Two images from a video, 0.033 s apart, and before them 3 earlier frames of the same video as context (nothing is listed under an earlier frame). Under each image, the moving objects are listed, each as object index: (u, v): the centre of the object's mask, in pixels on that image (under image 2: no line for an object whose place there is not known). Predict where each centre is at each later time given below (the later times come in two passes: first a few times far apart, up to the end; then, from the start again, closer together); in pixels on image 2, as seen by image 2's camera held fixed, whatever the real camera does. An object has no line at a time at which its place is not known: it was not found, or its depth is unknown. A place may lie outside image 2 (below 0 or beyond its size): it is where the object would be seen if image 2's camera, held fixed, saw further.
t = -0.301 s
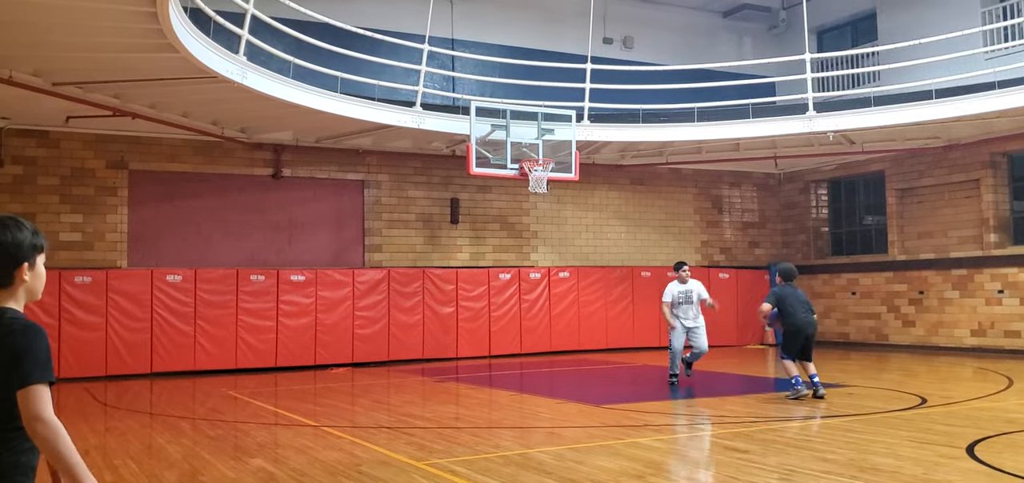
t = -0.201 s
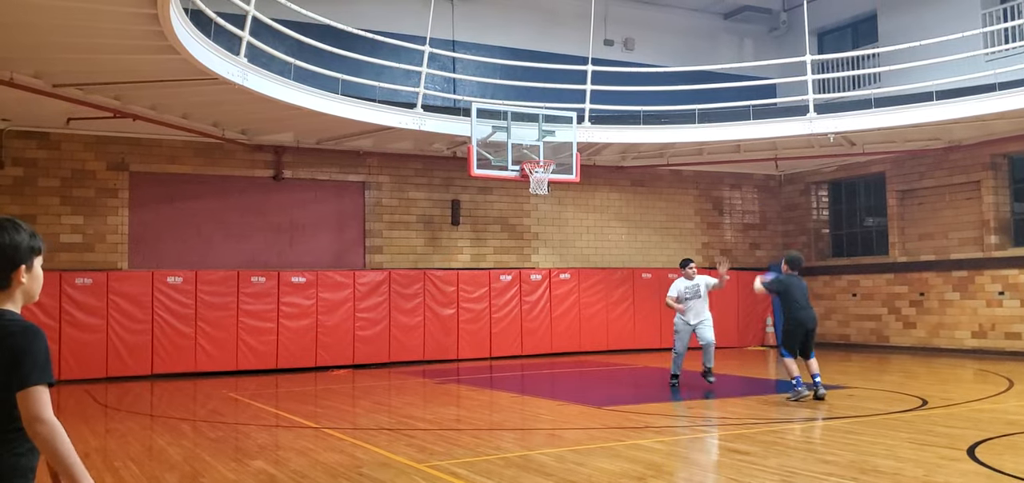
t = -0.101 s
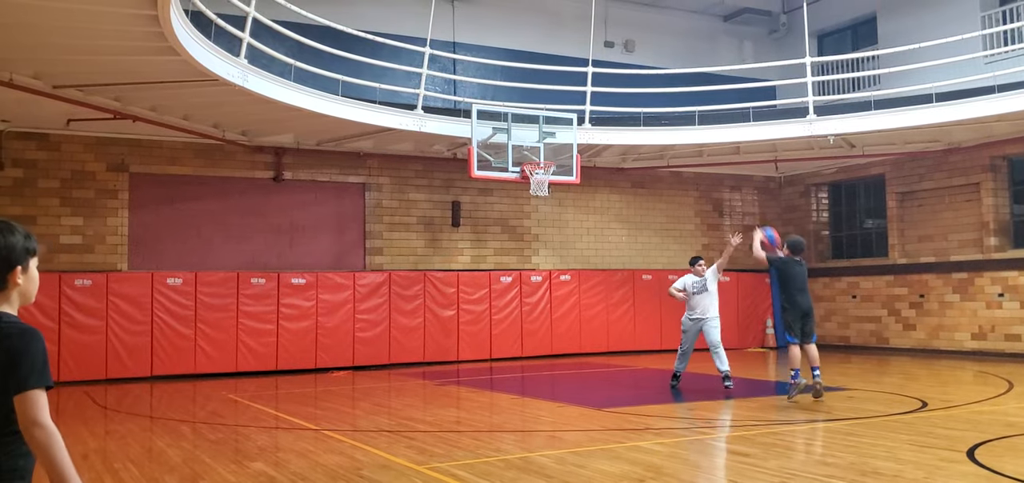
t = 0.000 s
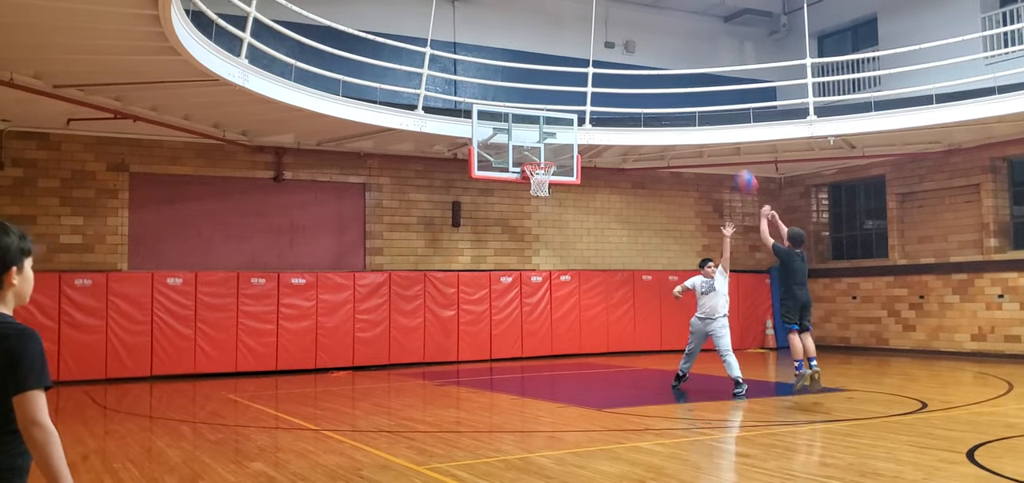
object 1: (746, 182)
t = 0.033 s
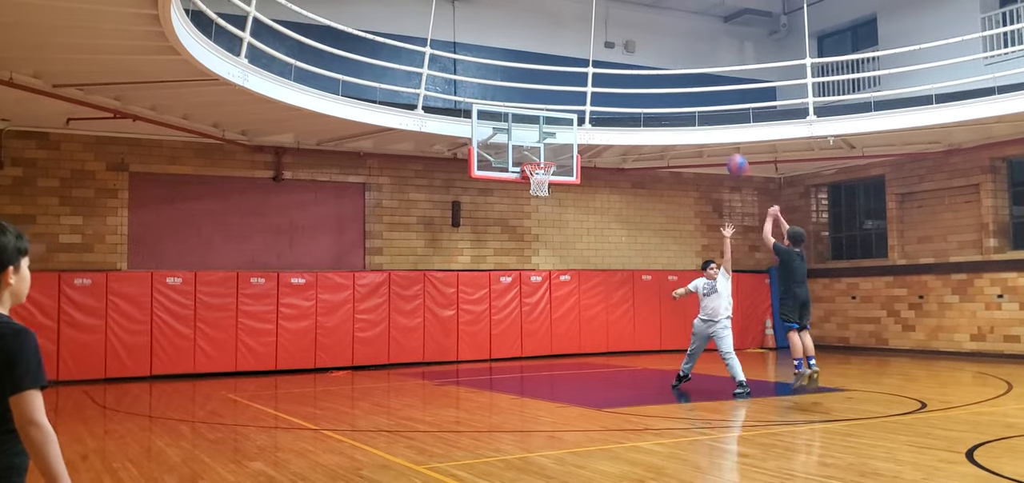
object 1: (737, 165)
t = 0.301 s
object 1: (683, 74)
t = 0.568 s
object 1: (637, 49)
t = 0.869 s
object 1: (597, 80)
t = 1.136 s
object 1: (565, 151)
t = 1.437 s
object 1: (533, 273)
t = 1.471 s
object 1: (530, 289)
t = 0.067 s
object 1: (729, 151)
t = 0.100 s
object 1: (722, 137)
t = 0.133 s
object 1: (715, 122)
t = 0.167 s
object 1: (709, 109)
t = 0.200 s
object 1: (702, 100)
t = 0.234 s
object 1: (695, 90)
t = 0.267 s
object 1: (689, 82)
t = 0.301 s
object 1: (683, 74)
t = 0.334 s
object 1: (676, 68)
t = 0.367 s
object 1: (670, 64)
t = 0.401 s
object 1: (664, 59)
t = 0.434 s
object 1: (659, 56)
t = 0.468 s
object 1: (653, 53)
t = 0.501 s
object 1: (648, 51)
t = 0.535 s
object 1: (642, 50)
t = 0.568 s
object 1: (637, 49)
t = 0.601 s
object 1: (632, 50)
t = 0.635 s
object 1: (627, 51)
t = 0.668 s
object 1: (623, 53)
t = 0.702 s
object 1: (618, 55)
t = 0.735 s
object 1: (614, 58)
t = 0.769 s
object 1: (609, 63)
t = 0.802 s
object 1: (605, 68)
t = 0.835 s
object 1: (601, 73)
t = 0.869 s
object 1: (597, 80)
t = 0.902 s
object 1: (593, 86)
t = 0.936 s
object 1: (589, 95)
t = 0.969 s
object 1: (585, 103)
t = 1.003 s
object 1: (581, 112)
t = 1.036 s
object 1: (578, 120)
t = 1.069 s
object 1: (573, 131)
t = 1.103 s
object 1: (570, 141)
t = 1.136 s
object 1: (565, 151)
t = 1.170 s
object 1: (563, 163)
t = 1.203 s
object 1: (560, 174)
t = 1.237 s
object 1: (555, 188)
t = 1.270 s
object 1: (551, 200)
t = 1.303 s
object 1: (547, 214)
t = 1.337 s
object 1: (543, 228)
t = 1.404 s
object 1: (536, 258)
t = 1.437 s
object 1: (533, 273)
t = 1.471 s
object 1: (530, 289)
